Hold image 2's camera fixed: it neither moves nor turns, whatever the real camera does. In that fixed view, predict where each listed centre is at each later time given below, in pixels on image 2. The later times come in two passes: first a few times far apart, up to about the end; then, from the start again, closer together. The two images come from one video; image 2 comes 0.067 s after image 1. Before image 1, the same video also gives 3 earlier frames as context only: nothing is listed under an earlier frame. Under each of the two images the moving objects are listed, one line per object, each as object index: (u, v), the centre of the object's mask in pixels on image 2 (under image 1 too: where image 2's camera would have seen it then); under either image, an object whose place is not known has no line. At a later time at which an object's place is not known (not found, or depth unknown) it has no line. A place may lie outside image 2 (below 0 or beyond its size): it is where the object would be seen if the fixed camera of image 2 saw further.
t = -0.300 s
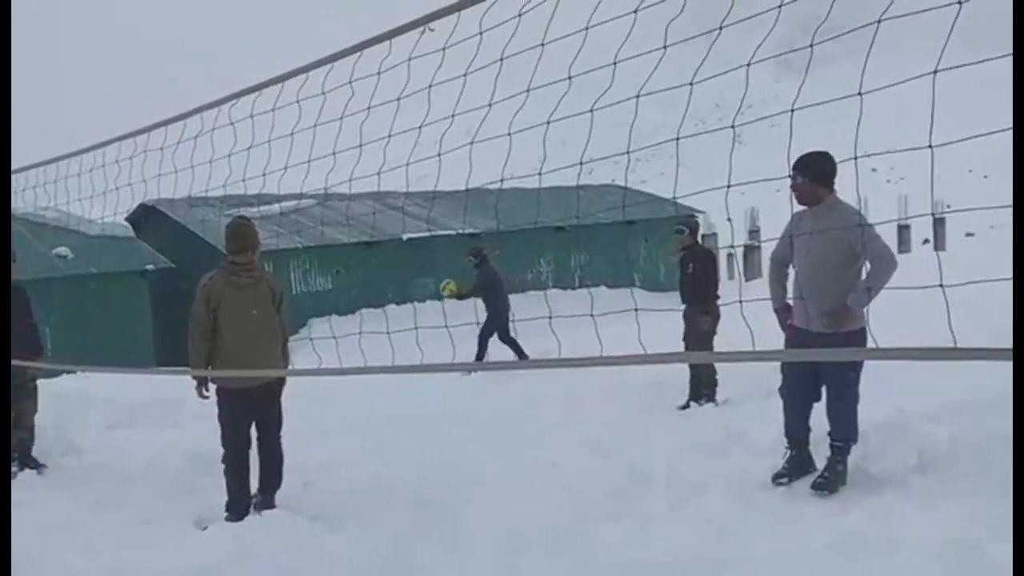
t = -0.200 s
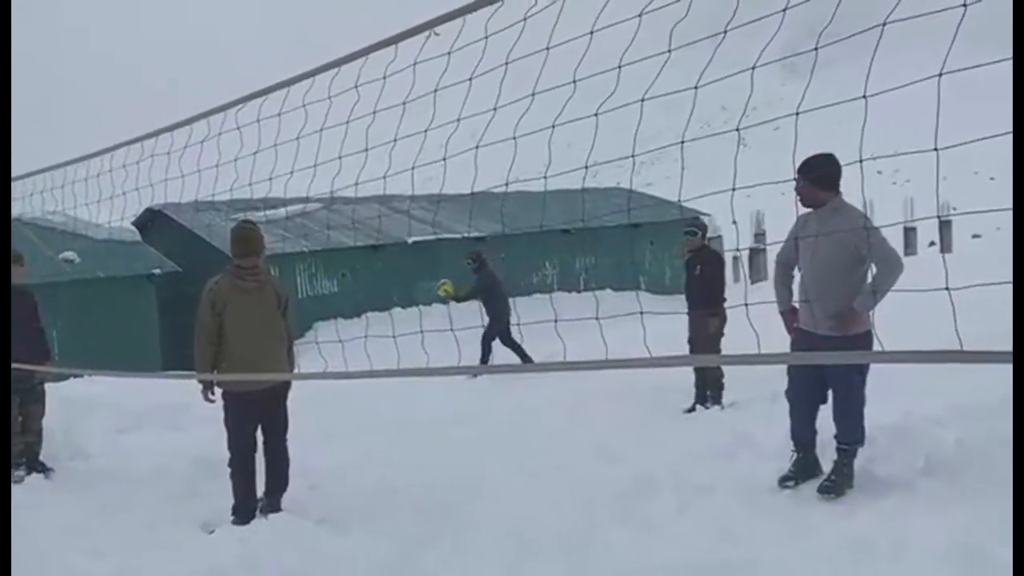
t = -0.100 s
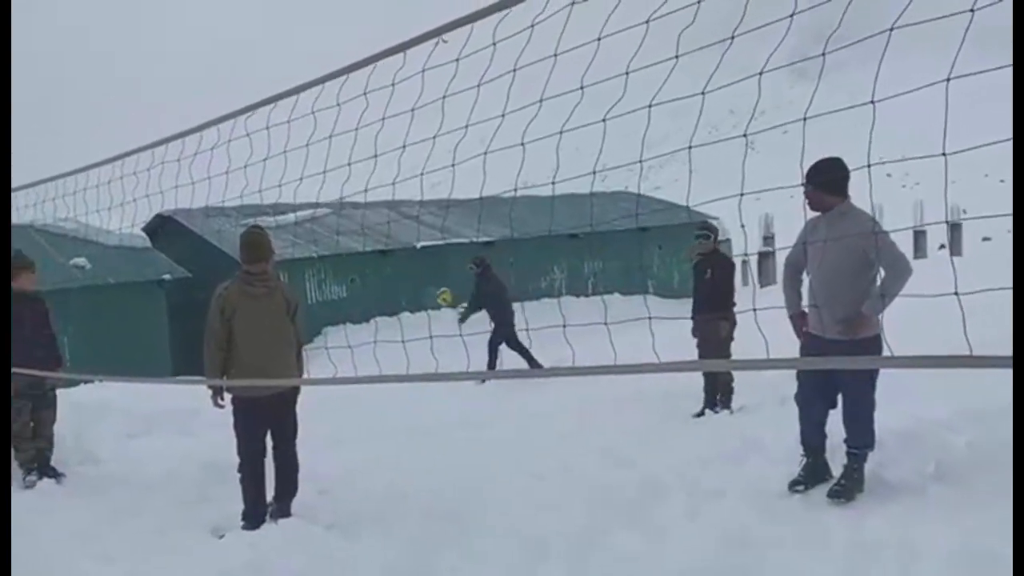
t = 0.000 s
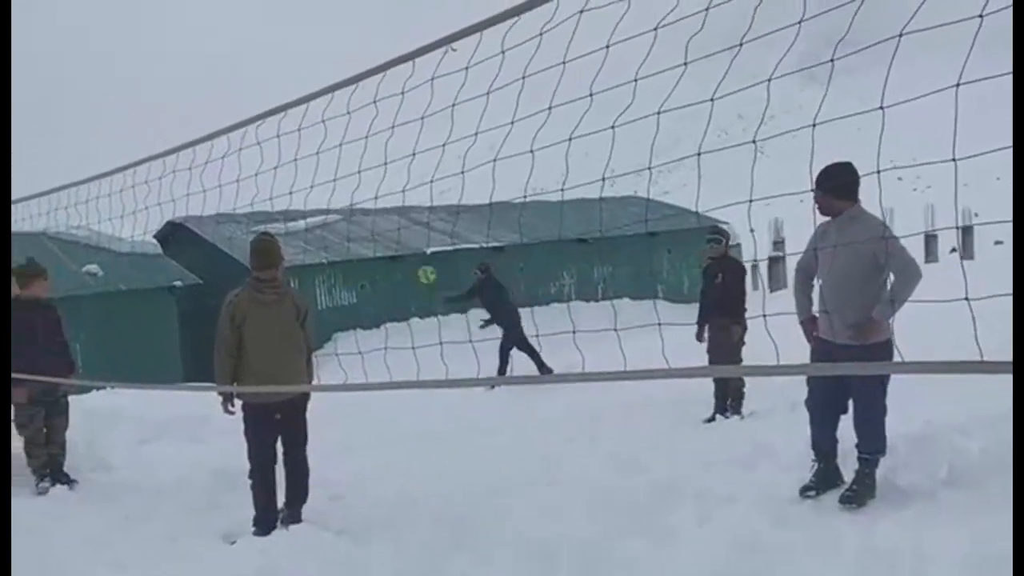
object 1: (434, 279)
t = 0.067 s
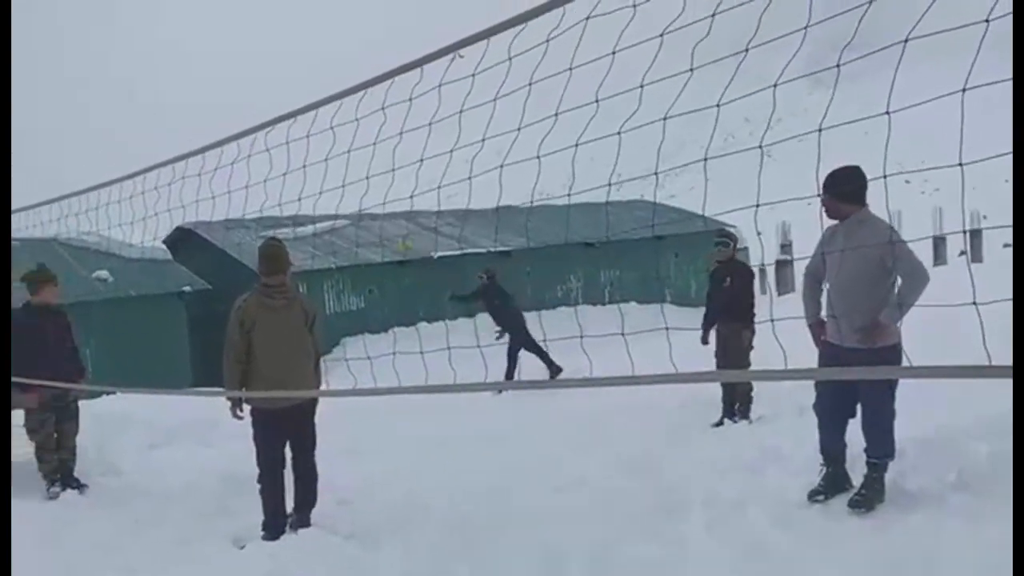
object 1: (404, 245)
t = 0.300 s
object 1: (294, 142)
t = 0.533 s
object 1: (168, 78)
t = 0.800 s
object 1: (7, 66)
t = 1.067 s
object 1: (-181, 152)
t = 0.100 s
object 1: (391, 227)
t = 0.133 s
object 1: (376, 212)
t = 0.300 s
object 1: (294, 142)
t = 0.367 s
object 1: (260, 121)
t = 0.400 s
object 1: (242, 111)
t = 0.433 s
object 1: (224, 101)
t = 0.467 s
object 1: (207, 93)
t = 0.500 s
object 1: (188, 85)
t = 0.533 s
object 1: (168, 78)
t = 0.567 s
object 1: (150, 73)
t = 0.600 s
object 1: (131, 69)
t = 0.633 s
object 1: (111, 66)
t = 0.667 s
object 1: (92, 64)
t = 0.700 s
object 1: (72, 62)
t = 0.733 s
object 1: (50, 62)
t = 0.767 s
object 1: (28, 64)
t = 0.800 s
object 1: (7, 66)
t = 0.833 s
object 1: (-17, 70)
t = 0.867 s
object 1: (-40, 77)
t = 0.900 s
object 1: (-62, 85)
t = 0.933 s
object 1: (-86, 94)
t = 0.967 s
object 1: (-110, 105)
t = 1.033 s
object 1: (-157, 134)
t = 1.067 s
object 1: (-181, 152)
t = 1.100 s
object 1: (-207, 171)
